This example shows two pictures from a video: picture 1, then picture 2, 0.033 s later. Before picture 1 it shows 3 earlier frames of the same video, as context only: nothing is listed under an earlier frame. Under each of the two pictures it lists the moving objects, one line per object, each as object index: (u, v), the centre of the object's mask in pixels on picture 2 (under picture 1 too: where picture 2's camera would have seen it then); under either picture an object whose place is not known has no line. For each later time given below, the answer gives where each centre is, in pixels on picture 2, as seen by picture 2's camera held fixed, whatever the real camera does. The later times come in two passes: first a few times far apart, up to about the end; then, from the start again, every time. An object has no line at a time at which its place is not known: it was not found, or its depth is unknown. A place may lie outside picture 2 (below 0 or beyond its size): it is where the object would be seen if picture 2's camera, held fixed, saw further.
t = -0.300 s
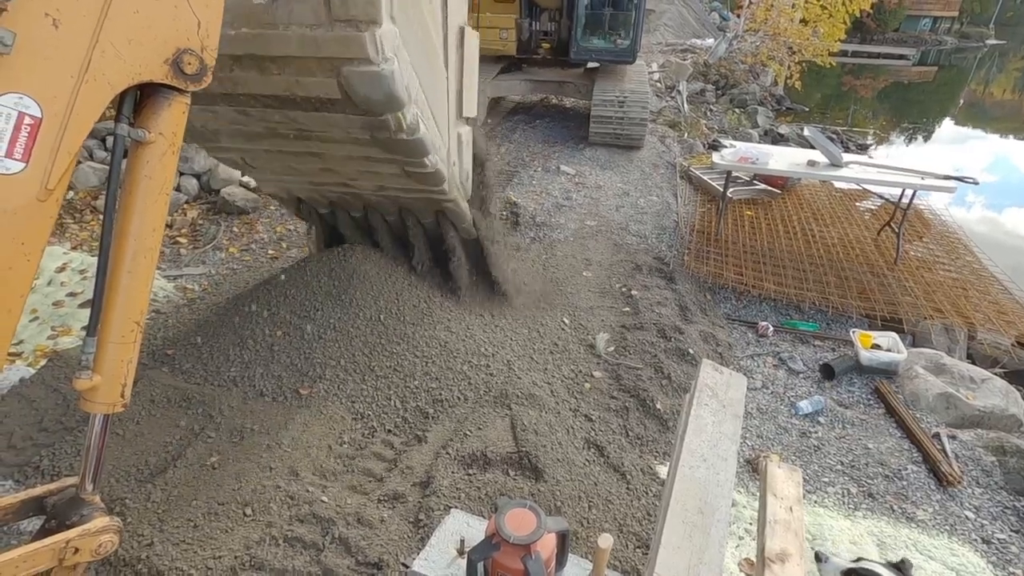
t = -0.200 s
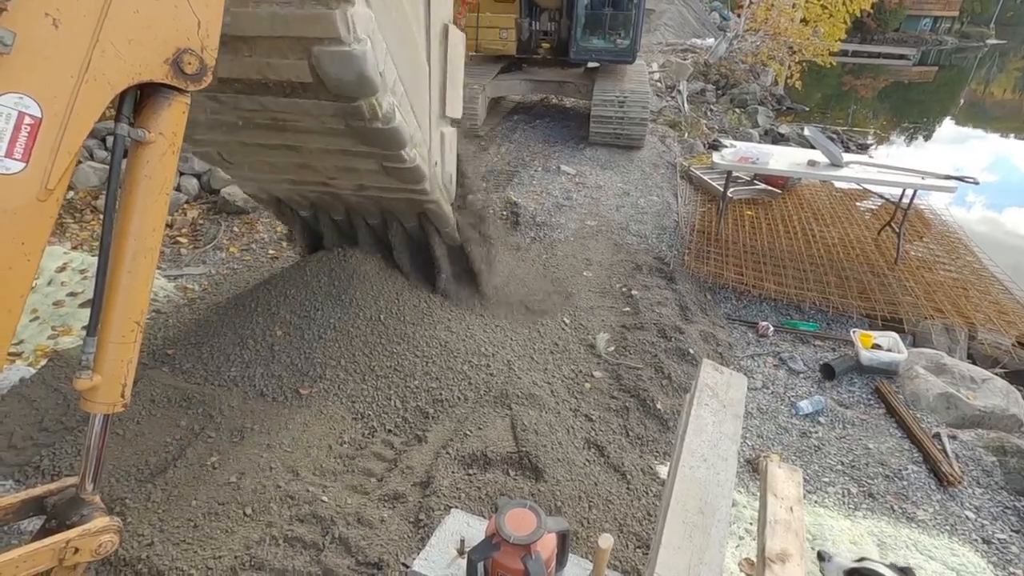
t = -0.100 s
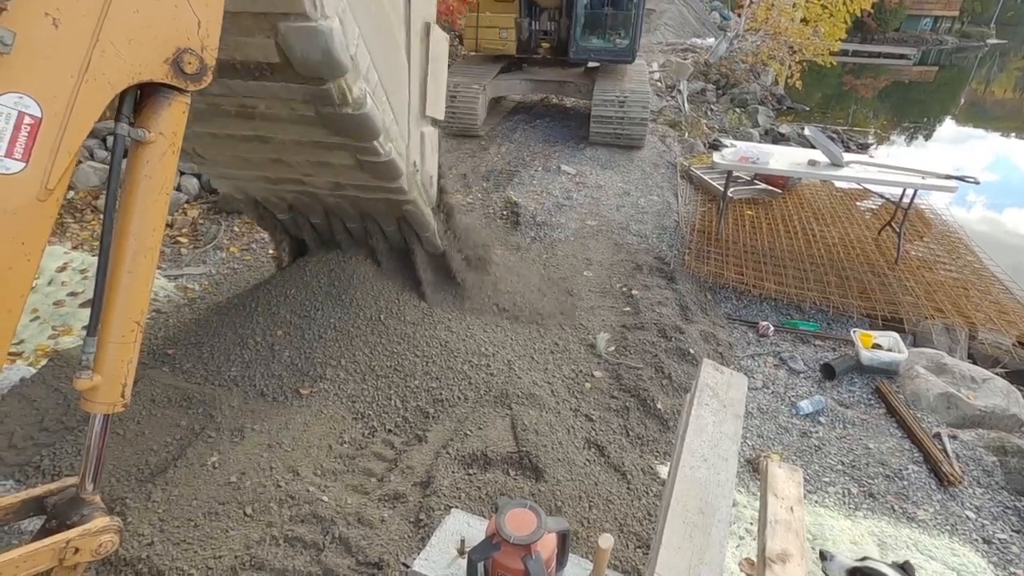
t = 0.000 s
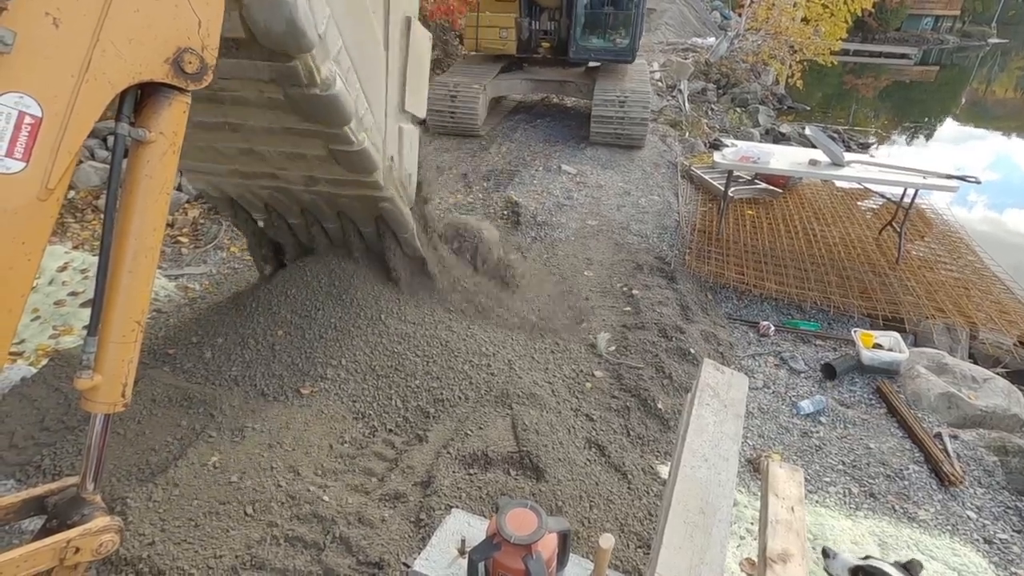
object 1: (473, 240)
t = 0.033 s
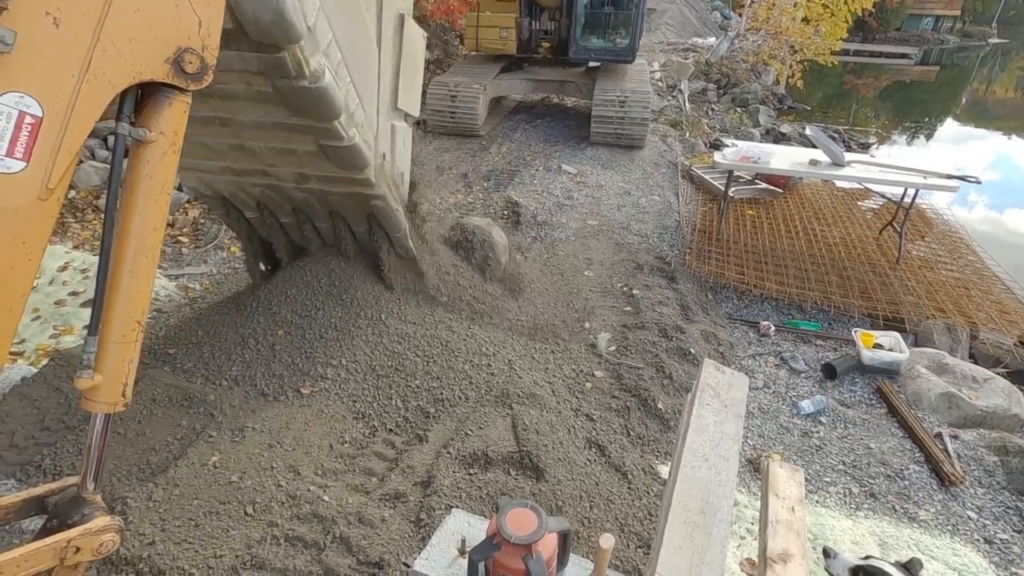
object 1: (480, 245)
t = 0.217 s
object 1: (514, 266)
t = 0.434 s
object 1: (541, 281)
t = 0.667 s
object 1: (544, 281)
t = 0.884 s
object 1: (542, 281)
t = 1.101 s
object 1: (542, 281)
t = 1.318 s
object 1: (542, 281)
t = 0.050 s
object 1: (484, 247)
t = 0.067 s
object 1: (488, 248)
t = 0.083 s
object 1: (491, 250)
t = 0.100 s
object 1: (494, 251)
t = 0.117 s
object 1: (497, 253)
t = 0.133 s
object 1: (500, 255)
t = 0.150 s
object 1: (503, 257)
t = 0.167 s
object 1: (506, 259)
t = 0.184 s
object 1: (509, 261)
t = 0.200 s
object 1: (513, 265)
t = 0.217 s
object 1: (514, 266)
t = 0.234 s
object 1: (512, 266)
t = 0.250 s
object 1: (515, 268)
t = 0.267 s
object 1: (522, 273)
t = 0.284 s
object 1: (524, 275)
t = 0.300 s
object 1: (527, 276)
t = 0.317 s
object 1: (530, 277)
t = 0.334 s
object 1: (532, 278)
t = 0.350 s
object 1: (534, 279)
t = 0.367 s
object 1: (536, 280)
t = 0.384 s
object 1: (538, 280)
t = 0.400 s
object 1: (539, 281)
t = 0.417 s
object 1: (540, 281)
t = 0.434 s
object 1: (541, 281)
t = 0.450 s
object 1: (542, 281)
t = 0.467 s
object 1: (543, 281)
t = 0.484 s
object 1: (544, 280)
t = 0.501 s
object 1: (545, 280)
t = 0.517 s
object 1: (545, 280)
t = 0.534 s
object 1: (545, 280)
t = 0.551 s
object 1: (545, 280)
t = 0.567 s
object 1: (545, 280)
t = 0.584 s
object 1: (545, 280)
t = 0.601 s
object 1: (545, 280)
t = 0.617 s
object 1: (545, 280)
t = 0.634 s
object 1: (545, 280)
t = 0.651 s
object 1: (545, 280)
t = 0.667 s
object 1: (544, 281)
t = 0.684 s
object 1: (544, 281)
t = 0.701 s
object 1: (544, 281)
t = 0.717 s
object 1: (543, 281)
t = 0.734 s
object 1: (543, 281)
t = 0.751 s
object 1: (542, 281)
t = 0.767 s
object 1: (542, 281)
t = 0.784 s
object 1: (542, 281)
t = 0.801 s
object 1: (542, 281)
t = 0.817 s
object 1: (542, 281)
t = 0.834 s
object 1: (542, 281)
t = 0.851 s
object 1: (542, 281)
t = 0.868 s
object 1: (542, 281)
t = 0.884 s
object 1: (542, 281)
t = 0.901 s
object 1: (542, 281)
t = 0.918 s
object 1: (542, 281)
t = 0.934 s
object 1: (542, 281)
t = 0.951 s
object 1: (542, 281)
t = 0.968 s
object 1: (542, 281)
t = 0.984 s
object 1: (542, 281)
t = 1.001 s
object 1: (542, 281)
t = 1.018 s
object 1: (542, 281)
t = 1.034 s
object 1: (543, 281)
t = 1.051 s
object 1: (542, 281)
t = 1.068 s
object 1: (542, 281)
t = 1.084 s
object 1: (542, 281)
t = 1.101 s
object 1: (542, 281)
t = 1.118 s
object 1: (542, 281)
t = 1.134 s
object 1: (542, 281)
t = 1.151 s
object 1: (543, 281)
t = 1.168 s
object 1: (542, 281)
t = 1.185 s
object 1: (543, 281)
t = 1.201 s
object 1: (543, 281)
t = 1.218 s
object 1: (542, 281)
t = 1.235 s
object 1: (542, 281)
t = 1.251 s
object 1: (542, 281)
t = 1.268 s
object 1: (542, 281)
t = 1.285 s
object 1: (542, 281)
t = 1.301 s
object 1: (542, 281)
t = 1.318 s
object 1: (542, 281)
